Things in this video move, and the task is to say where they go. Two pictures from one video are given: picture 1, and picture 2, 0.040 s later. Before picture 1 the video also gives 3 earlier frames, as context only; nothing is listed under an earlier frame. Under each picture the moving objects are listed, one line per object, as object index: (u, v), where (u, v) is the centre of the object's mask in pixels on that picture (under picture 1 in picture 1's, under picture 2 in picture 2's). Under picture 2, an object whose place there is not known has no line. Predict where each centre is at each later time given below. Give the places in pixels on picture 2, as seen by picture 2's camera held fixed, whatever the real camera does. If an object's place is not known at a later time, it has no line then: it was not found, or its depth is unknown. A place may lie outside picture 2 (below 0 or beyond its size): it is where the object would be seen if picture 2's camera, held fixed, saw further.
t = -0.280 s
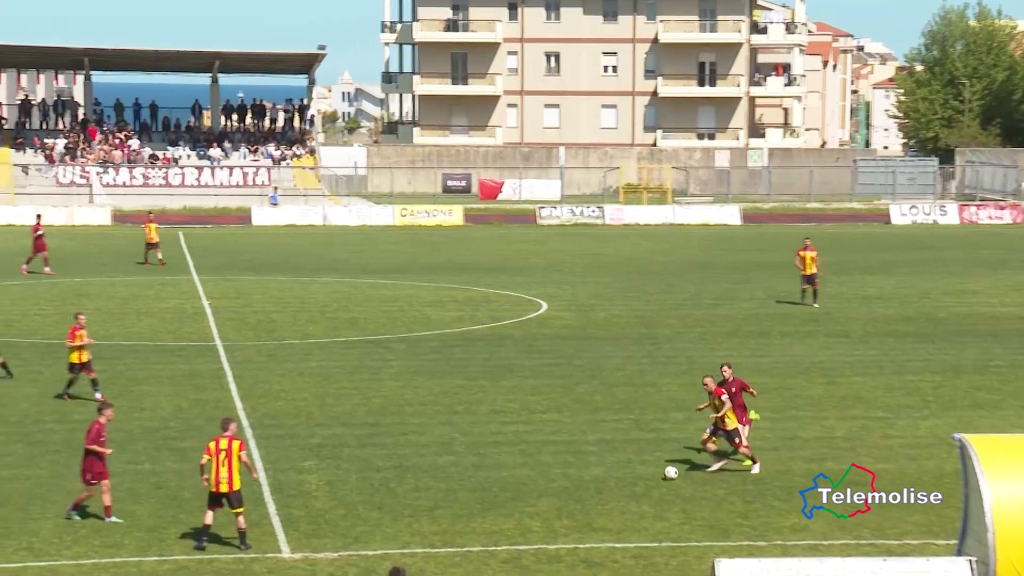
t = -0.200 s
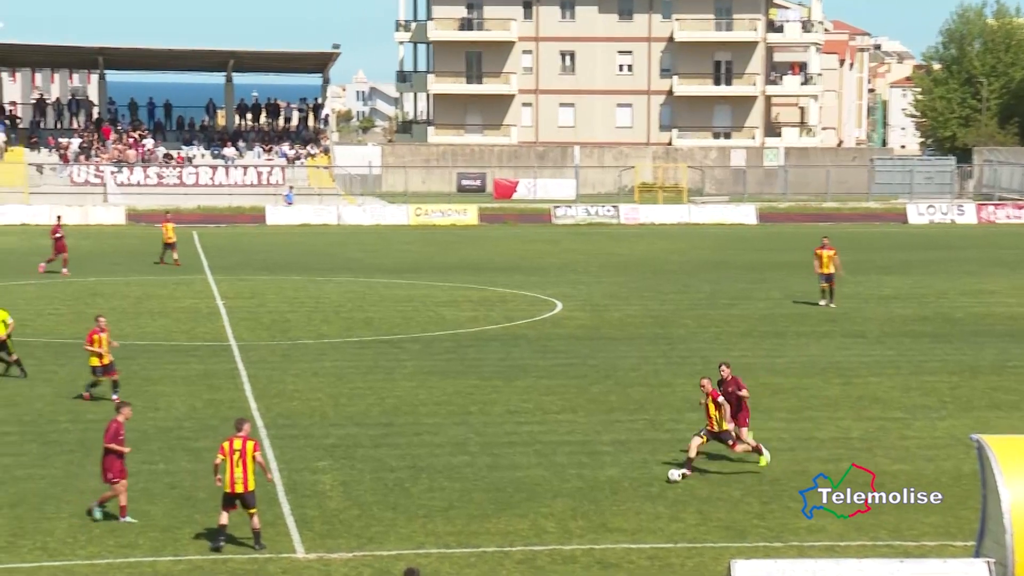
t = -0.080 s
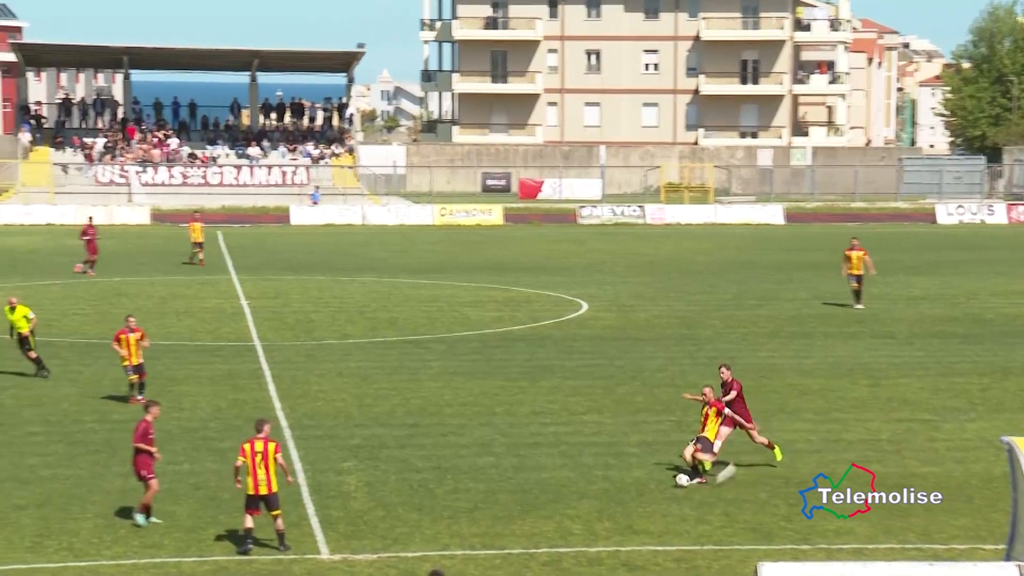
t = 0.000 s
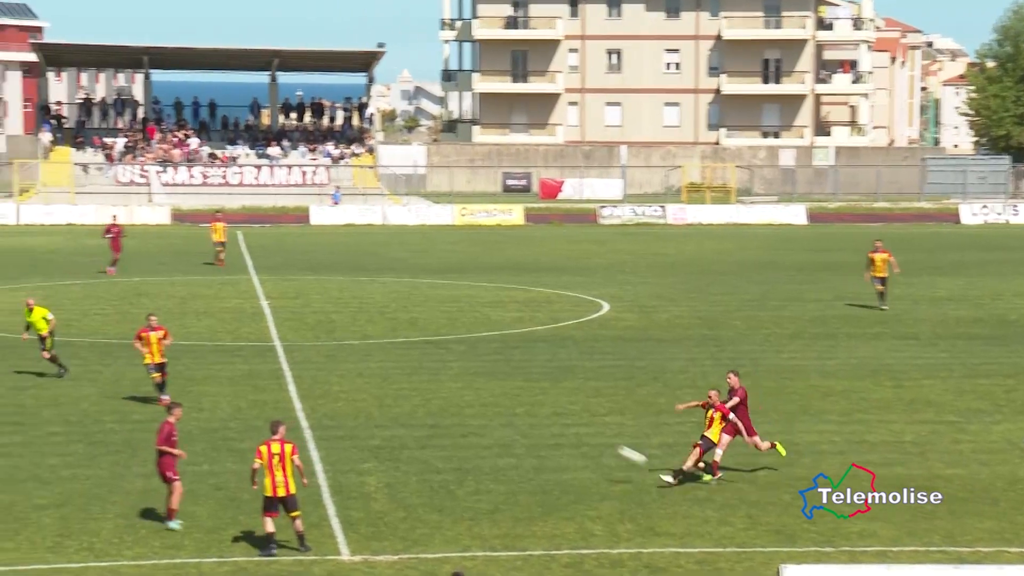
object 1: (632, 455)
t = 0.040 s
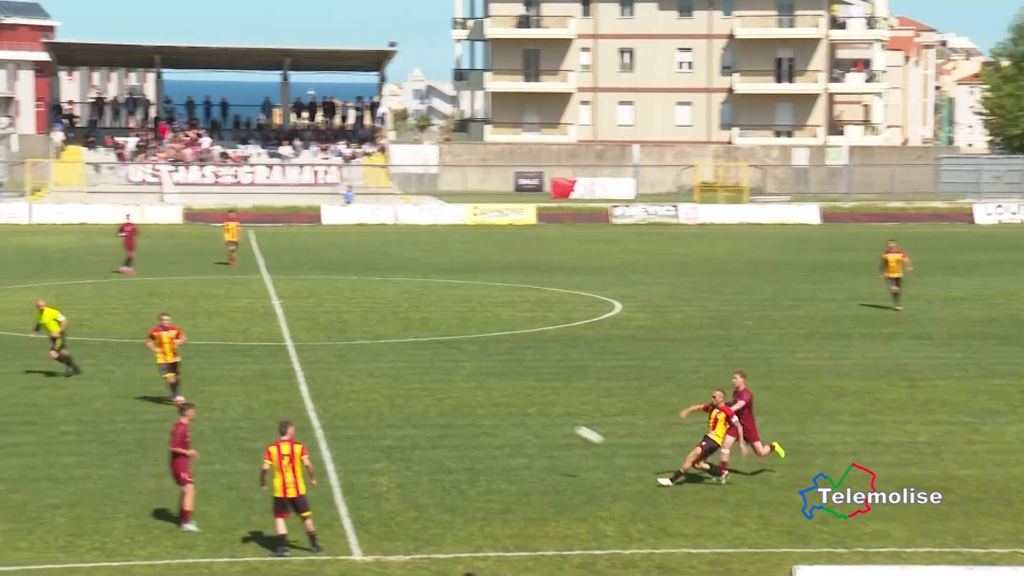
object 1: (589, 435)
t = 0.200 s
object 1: (388, 361)
